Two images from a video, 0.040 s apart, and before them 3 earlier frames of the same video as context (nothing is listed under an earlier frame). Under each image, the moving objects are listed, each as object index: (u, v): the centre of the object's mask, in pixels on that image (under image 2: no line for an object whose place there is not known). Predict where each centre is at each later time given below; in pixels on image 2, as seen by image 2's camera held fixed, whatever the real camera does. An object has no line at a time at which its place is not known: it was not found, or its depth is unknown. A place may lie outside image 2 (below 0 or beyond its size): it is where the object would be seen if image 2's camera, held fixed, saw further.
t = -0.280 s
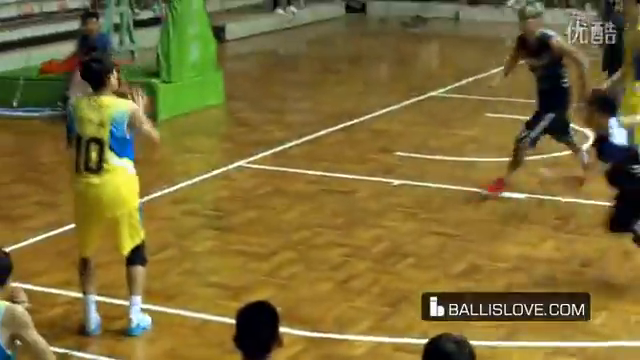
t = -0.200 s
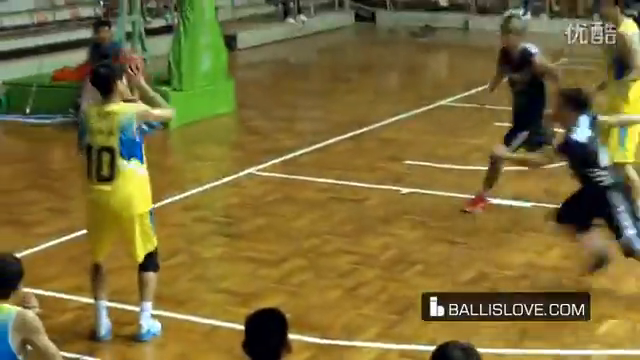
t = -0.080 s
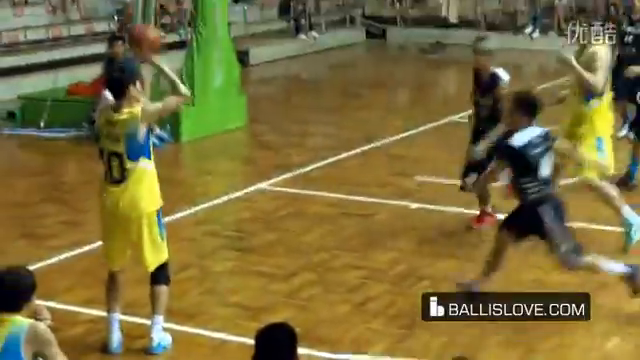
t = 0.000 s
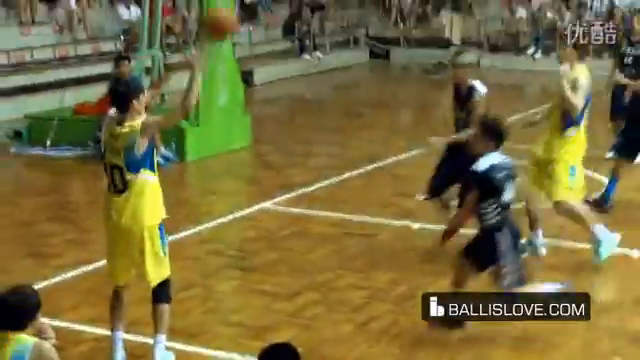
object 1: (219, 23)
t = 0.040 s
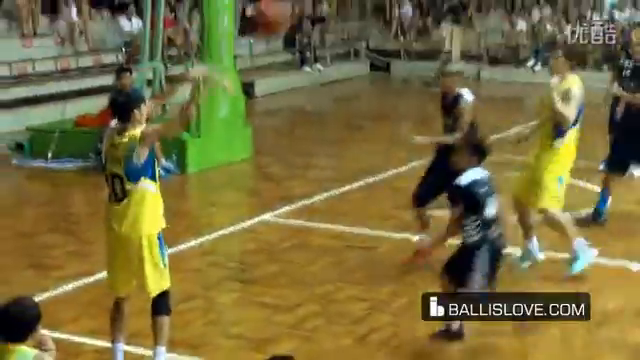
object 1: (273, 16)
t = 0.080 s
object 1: (319, 1)
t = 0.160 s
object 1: (418, -19)
